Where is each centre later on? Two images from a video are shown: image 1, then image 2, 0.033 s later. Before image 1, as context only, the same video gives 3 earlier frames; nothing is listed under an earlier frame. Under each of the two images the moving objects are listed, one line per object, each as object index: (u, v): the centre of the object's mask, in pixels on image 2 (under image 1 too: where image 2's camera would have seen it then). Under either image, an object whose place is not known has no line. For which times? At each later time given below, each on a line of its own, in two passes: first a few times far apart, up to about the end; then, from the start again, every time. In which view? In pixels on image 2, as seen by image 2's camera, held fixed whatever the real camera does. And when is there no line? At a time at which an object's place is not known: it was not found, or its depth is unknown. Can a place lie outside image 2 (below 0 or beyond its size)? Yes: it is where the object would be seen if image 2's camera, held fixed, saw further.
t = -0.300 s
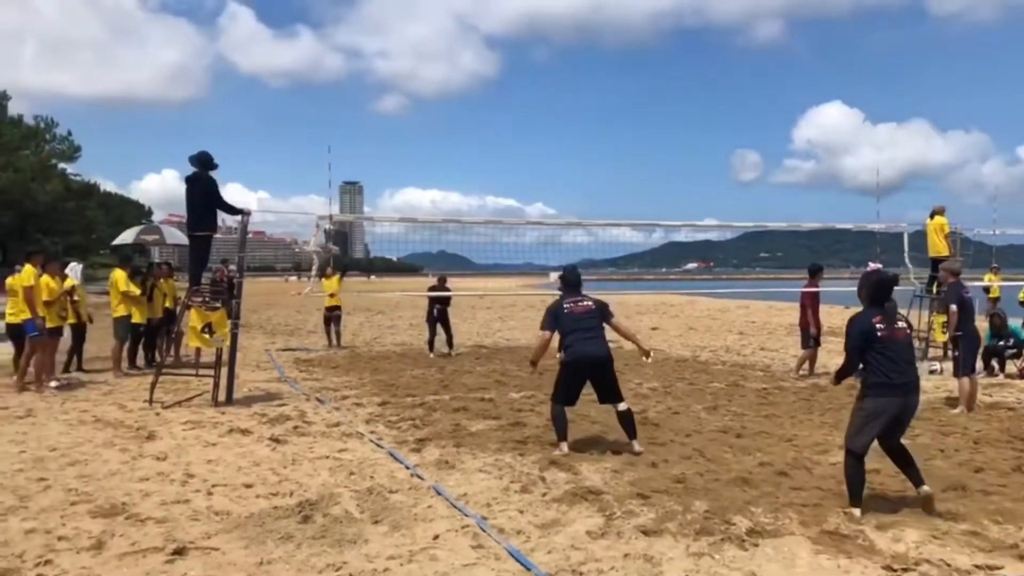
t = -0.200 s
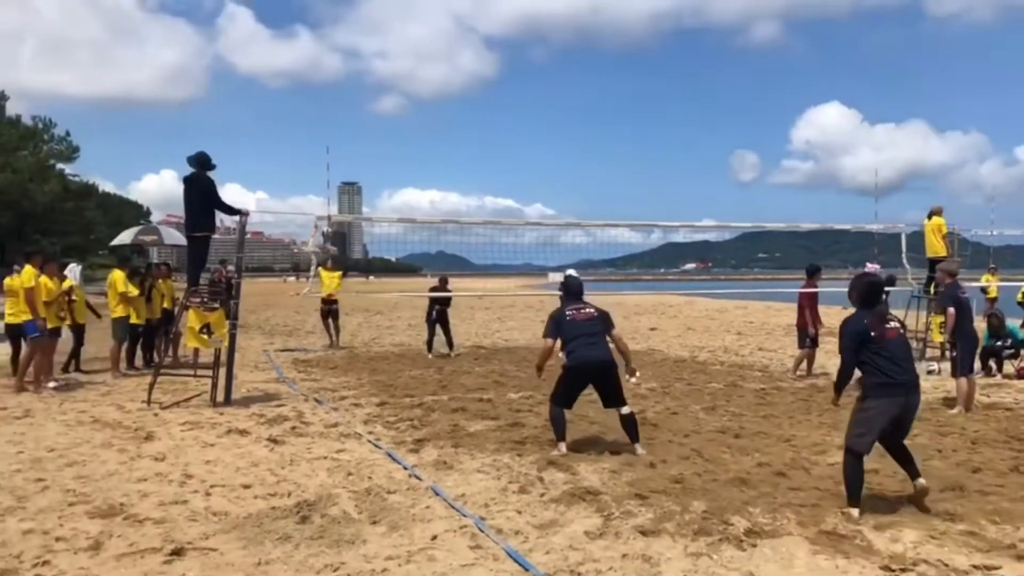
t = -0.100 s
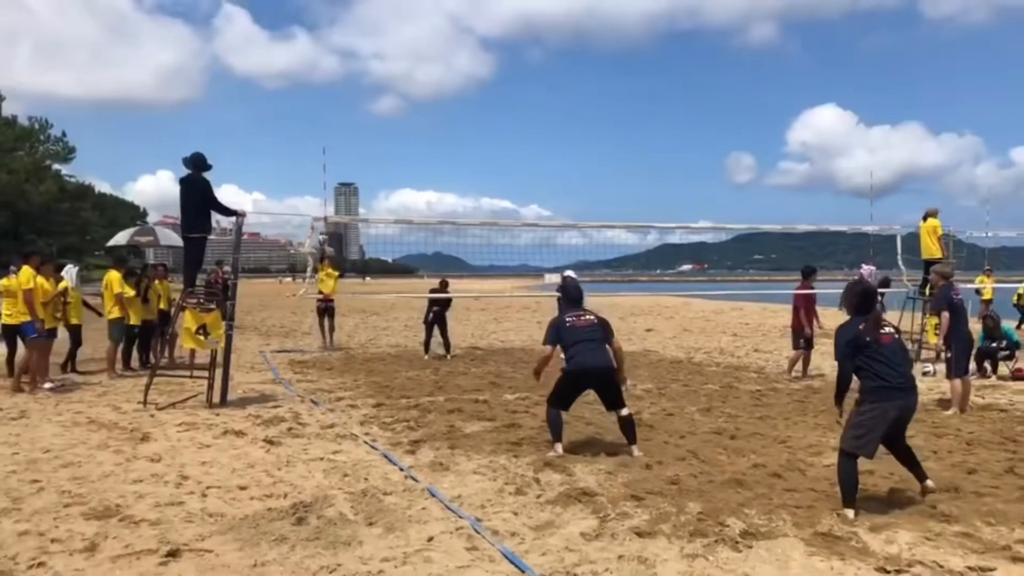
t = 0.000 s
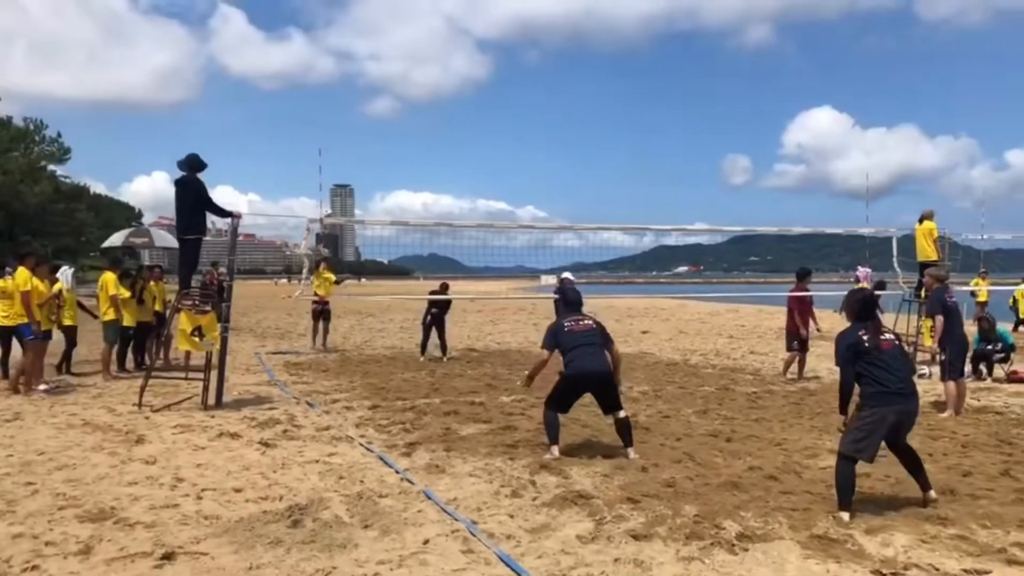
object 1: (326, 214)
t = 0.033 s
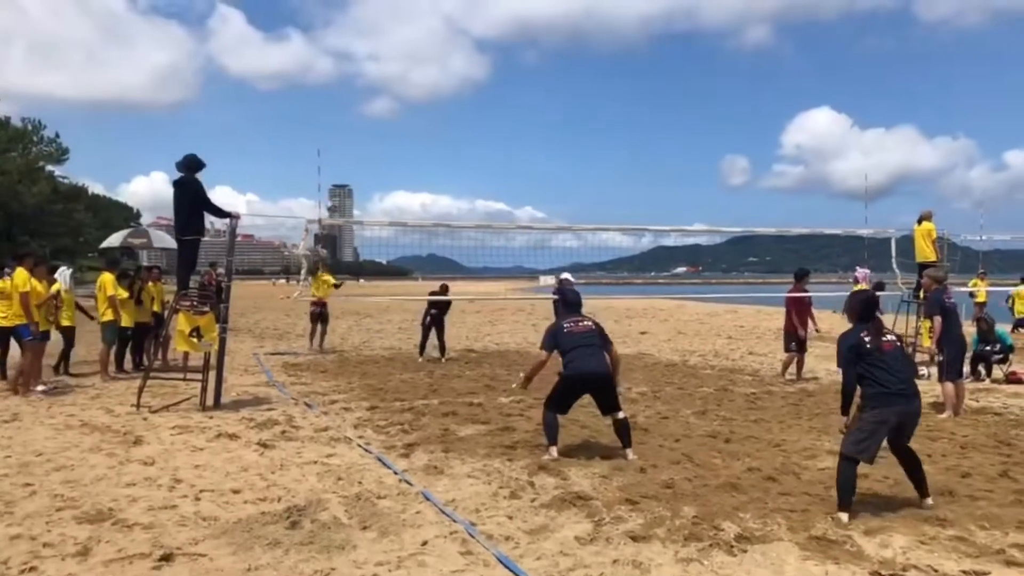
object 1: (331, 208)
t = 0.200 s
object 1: (353, 167)
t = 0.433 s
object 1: (388, 124)
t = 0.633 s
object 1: (432, 113)
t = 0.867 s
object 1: (501, 143)
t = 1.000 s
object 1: (553, 195)
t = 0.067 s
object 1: (335, 198)
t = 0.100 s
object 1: (338, 190)
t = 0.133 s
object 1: (343, 183)
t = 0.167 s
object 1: (348, 176)
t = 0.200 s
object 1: (353, 167)
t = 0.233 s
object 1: (357, 160)
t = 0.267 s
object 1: (362, 152)
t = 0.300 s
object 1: (367, 145)
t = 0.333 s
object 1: (372, 138)
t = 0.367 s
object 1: (377, 133)
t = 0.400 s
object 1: (382, 128)
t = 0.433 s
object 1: (388, 124)
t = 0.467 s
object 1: (395, 121)
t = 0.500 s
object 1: (401, 118)
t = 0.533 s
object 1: (408, 116)
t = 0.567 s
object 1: (416, 115)
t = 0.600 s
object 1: (424, 113)
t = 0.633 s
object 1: (432, 113)
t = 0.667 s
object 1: (441, 113)
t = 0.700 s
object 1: (450, 116)
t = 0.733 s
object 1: (458, 119)
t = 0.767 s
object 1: (469, 122)
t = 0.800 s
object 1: (479, 128)
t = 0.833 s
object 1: (490, 135)
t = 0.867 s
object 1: (501, 143)
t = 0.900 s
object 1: (513, 153)
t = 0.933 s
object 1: (525, 165)
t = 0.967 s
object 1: (539, 179)
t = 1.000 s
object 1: (553, 195)
